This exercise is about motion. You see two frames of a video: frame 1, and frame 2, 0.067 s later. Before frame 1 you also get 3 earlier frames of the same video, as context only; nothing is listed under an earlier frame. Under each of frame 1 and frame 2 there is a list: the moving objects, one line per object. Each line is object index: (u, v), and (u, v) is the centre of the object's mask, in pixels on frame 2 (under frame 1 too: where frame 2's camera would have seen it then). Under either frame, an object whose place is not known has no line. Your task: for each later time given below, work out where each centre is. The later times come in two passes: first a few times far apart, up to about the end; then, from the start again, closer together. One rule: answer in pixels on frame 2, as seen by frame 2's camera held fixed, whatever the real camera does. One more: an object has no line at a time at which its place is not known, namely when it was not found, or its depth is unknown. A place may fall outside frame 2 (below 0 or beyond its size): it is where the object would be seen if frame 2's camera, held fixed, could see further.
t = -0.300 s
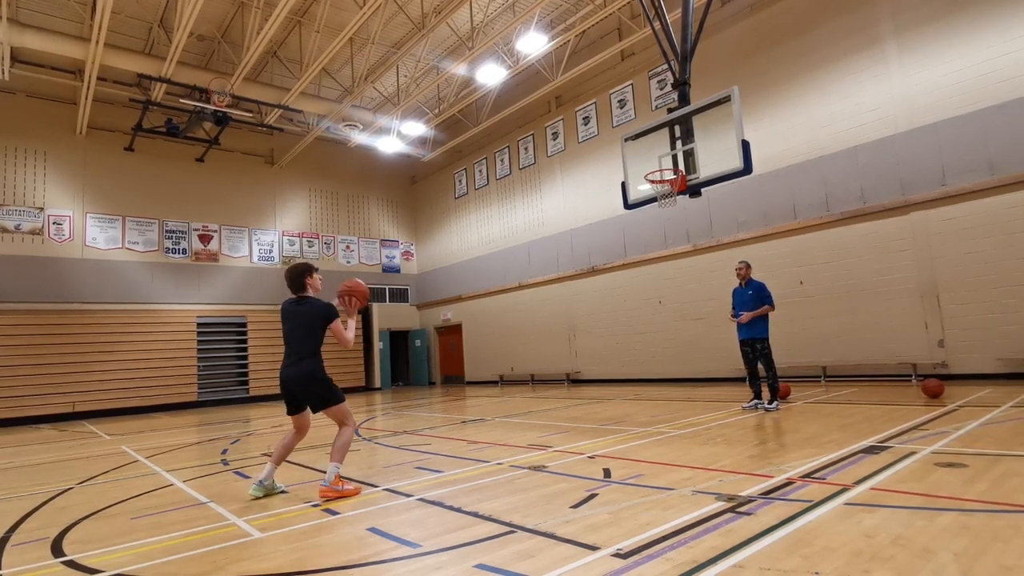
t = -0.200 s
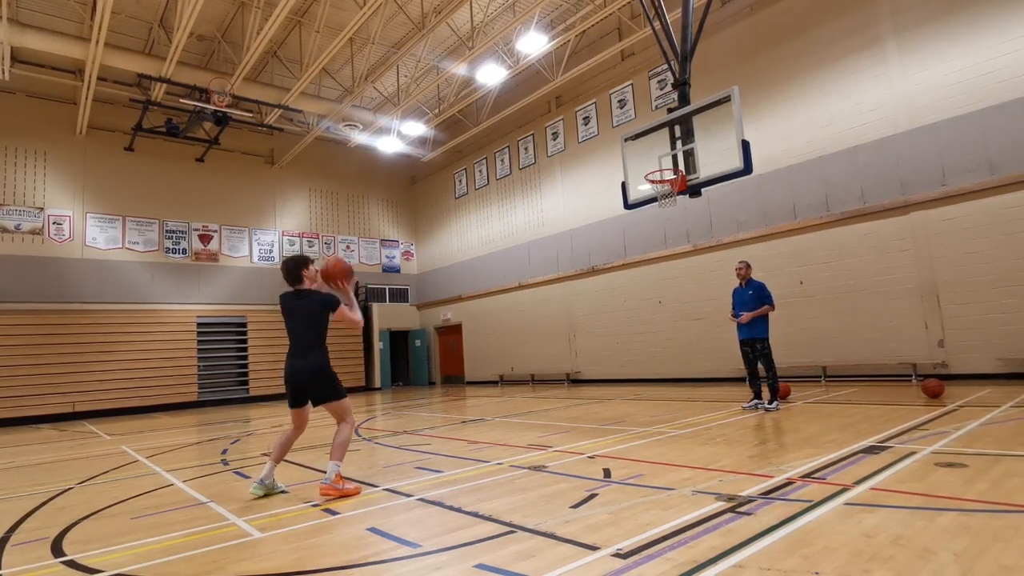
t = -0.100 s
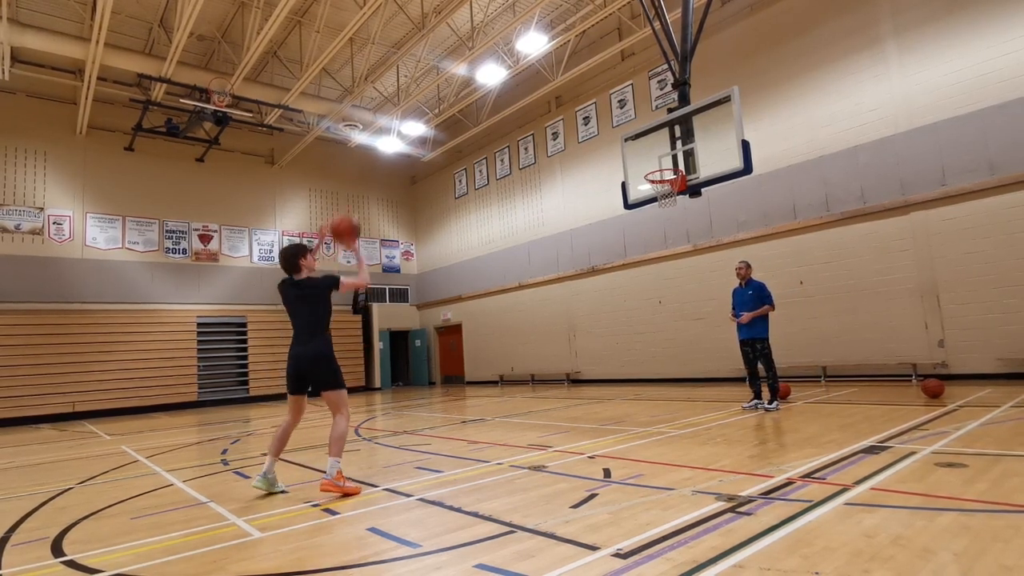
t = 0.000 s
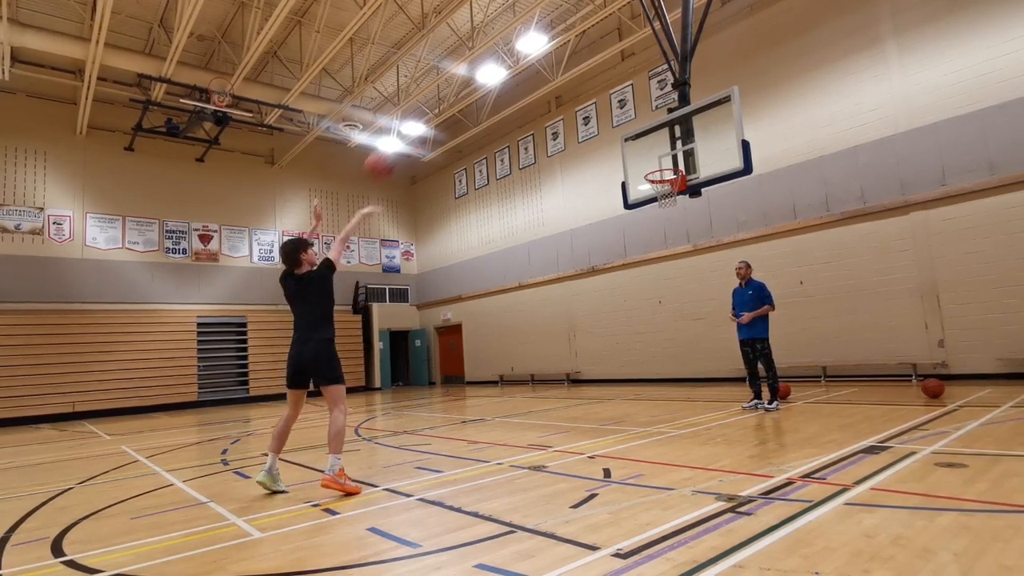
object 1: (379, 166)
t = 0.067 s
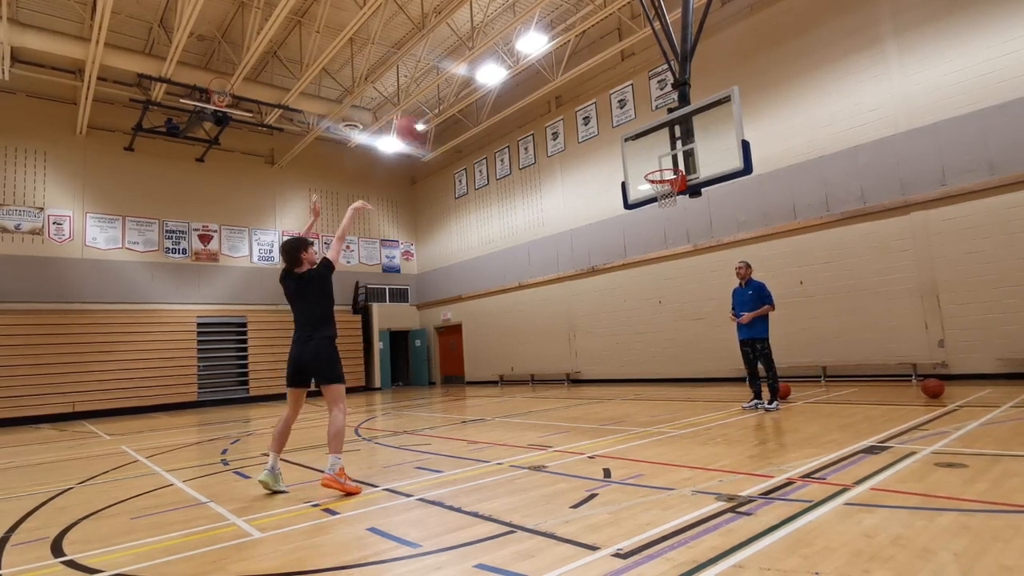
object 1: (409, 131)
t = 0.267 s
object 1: (476, 73)
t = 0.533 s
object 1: (550, 61)
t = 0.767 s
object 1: (605, 98)
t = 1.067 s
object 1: (666, 189)
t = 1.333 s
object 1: (673, 196)
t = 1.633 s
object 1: (657, 242)
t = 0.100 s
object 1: (422, 115)
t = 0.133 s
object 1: (432, 104)
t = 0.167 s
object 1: (444, 95)
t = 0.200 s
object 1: (455, 86)
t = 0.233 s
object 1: (465, 82)
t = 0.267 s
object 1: (476, 73)
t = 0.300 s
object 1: (485, 63)
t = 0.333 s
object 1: (497, 61)
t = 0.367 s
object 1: (507, 58)
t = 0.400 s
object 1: (515, 59)
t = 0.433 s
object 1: (524, 58)
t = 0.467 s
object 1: (534, 59)
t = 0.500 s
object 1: (543, 59)
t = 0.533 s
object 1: (550, 61)
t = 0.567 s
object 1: (559, 64)
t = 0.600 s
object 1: (568, 68)
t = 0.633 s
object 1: (576, 72)
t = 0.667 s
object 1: (584, 78)
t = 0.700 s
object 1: (591, 84)
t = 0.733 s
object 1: (598, 90)
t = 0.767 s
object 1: (605, 98)
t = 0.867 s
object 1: (627, 124)
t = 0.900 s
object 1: (633, 134)
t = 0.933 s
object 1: (641, 144)
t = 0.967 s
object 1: (647, 155)
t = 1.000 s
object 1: (654, 166)
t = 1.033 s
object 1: (660, 179)
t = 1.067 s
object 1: (666, 189)
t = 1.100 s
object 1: (668, 192)
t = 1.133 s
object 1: (669, 190)
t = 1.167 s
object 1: (670, 190)
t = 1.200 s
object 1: (670, 190)
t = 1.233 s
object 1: (672, 191)
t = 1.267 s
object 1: (674, 192)
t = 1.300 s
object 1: (674, 196)
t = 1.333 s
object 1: (673, 196)
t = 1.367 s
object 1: (672, 197)
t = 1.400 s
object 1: (670, 199)
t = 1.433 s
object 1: (668, 205)
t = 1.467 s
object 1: (666, 208)
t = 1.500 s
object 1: (664, 213)
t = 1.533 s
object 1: (662, 219)
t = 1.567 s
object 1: (661, 226)
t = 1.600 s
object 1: (659, 233)
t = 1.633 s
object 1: (657, 242)
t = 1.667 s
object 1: (655, 252)
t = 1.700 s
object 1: (654, 262)
